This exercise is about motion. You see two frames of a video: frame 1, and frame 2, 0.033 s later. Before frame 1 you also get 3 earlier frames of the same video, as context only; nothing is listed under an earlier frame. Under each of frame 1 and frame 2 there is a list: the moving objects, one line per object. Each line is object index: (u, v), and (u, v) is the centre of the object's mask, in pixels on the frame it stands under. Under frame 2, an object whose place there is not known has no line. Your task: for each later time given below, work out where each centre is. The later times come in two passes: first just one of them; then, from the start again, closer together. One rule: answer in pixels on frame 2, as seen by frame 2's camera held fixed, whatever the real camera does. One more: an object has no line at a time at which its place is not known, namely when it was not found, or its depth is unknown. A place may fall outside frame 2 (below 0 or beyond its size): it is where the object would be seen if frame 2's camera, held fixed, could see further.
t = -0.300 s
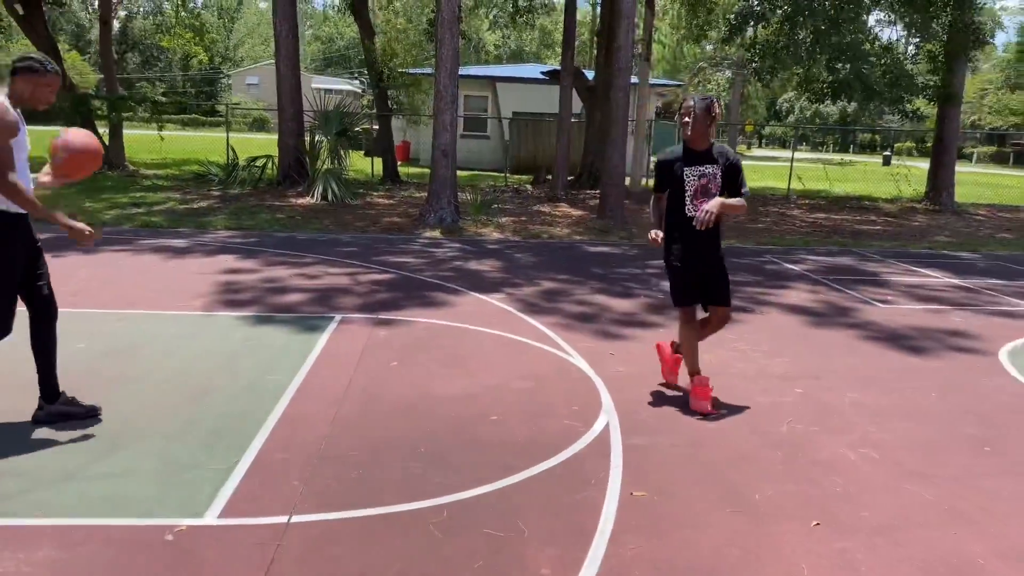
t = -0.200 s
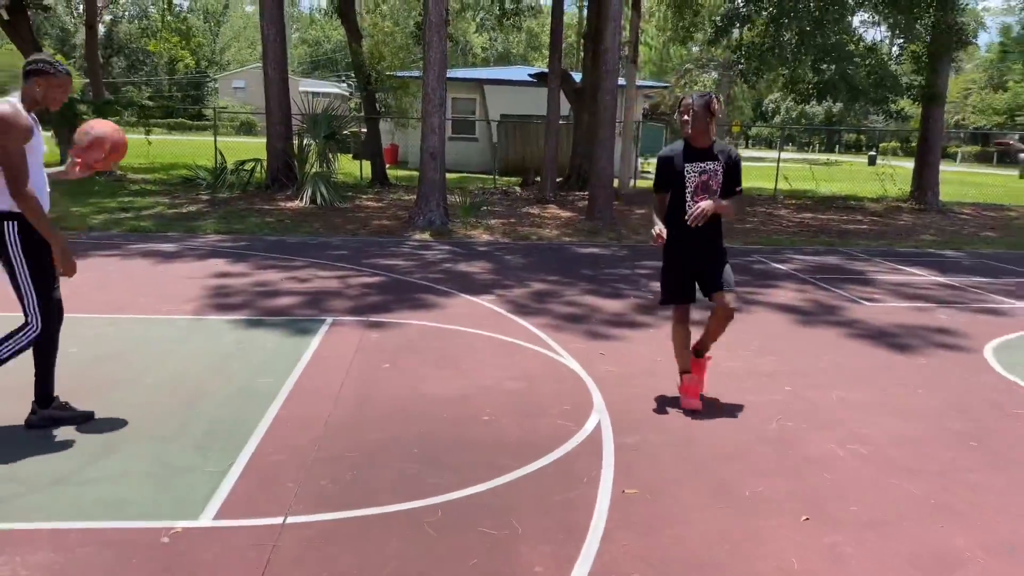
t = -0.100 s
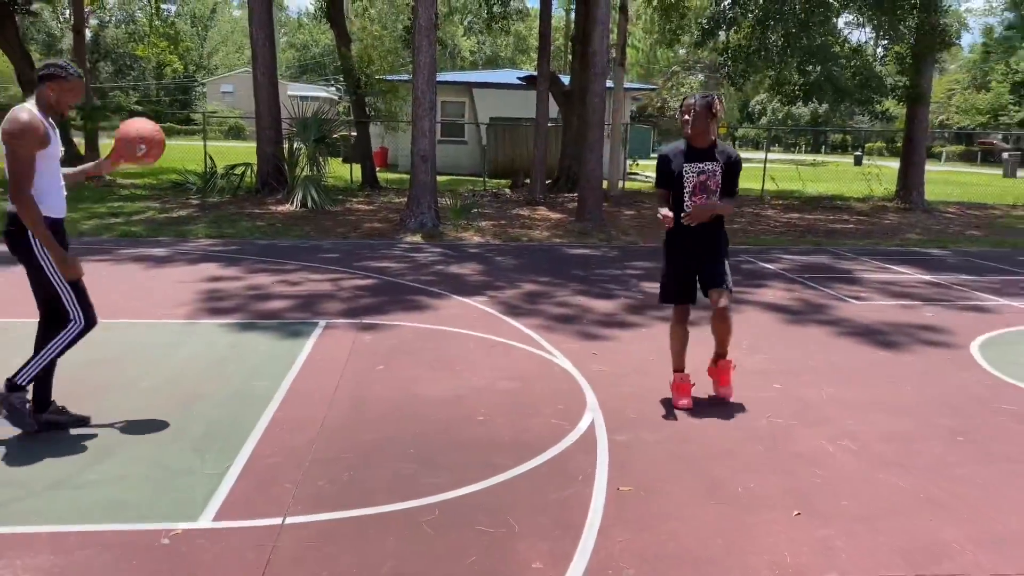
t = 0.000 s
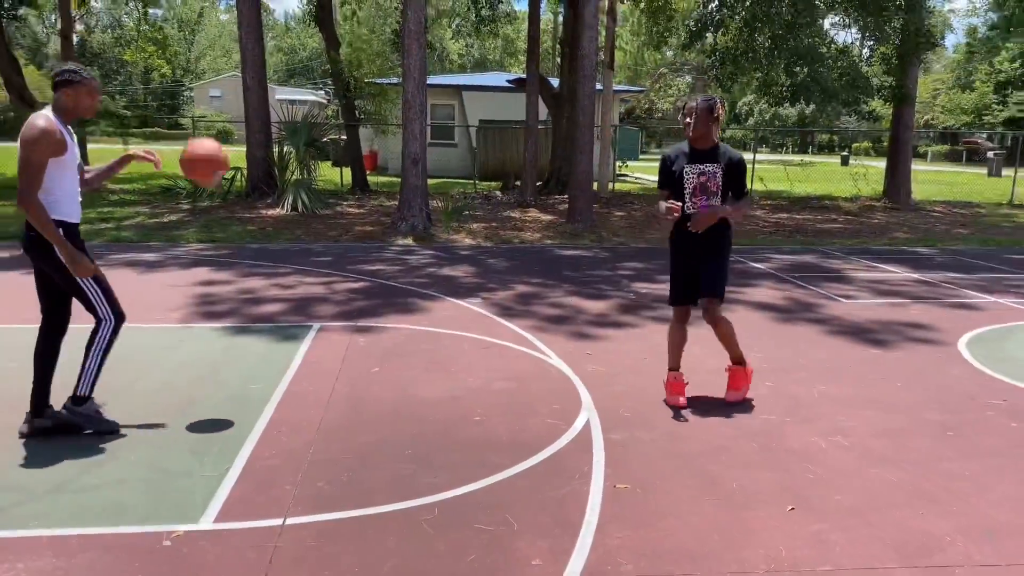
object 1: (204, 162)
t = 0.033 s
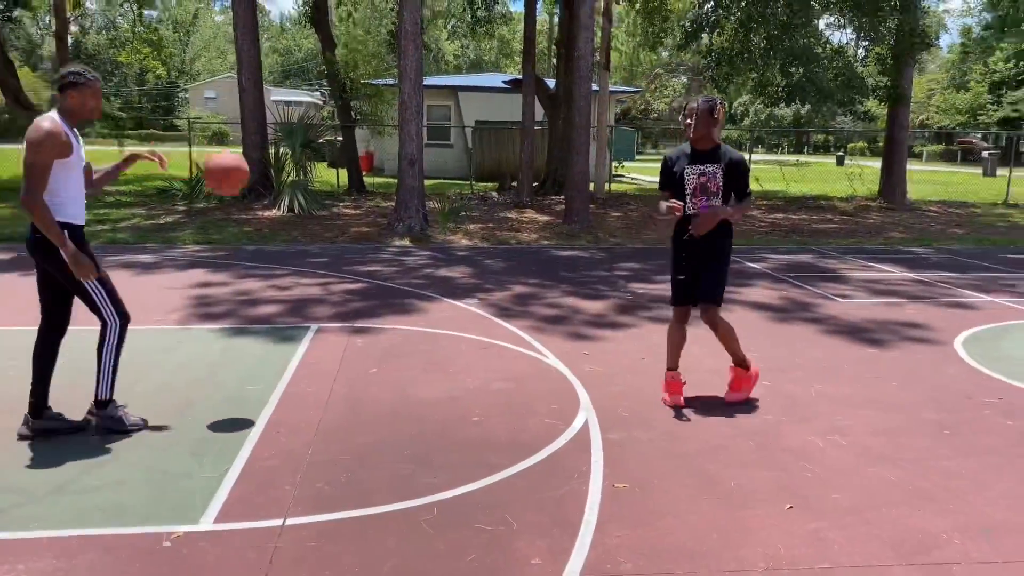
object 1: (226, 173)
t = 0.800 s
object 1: (565, 221)
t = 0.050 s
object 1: (236, 178)
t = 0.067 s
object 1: (249, 184)
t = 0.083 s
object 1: (259, 189)
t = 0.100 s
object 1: (270, 196)
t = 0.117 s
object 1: (280, 204)
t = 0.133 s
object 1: (292, 212)
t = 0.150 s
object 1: (302, 220)
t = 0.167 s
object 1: (314, 228)
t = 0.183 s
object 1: (324, 237)
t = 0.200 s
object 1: (334, 246)
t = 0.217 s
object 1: (344, 255)
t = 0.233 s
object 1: (356, 266)
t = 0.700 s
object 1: (537, 233)
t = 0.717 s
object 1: (543, 231)
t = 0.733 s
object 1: (547, 227)
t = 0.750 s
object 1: (550, 226)
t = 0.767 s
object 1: (555, 224)
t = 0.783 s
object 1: (561, 222)
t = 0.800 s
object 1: (565, 221)
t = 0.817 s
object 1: (570, 219)
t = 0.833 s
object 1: (574, 219)
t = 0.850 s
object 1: (578, 220)
